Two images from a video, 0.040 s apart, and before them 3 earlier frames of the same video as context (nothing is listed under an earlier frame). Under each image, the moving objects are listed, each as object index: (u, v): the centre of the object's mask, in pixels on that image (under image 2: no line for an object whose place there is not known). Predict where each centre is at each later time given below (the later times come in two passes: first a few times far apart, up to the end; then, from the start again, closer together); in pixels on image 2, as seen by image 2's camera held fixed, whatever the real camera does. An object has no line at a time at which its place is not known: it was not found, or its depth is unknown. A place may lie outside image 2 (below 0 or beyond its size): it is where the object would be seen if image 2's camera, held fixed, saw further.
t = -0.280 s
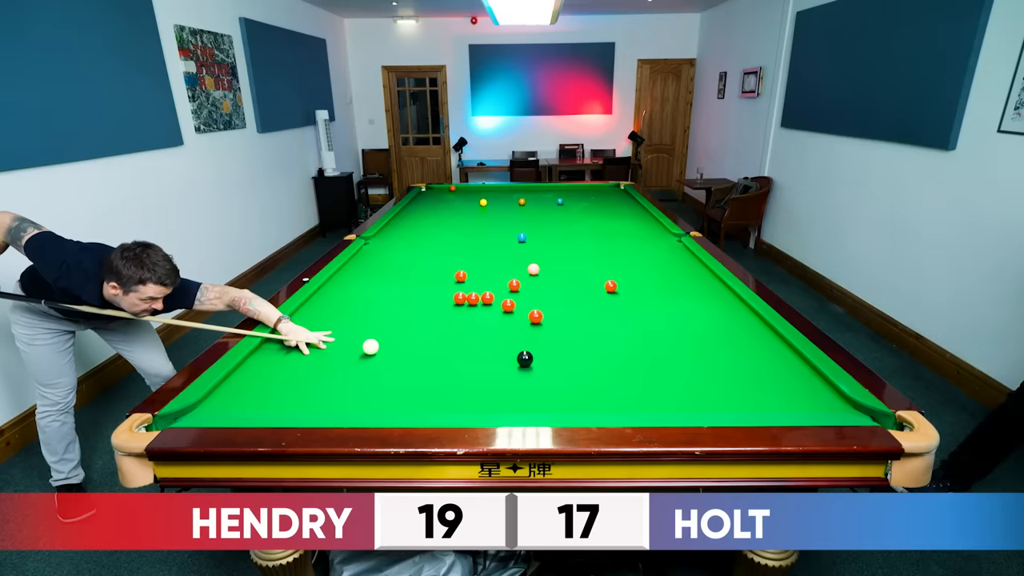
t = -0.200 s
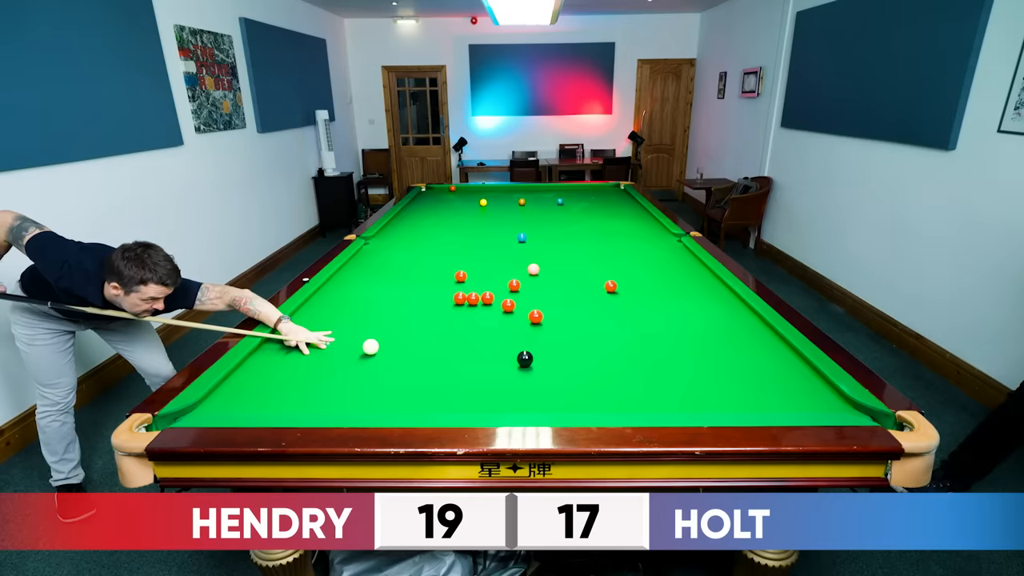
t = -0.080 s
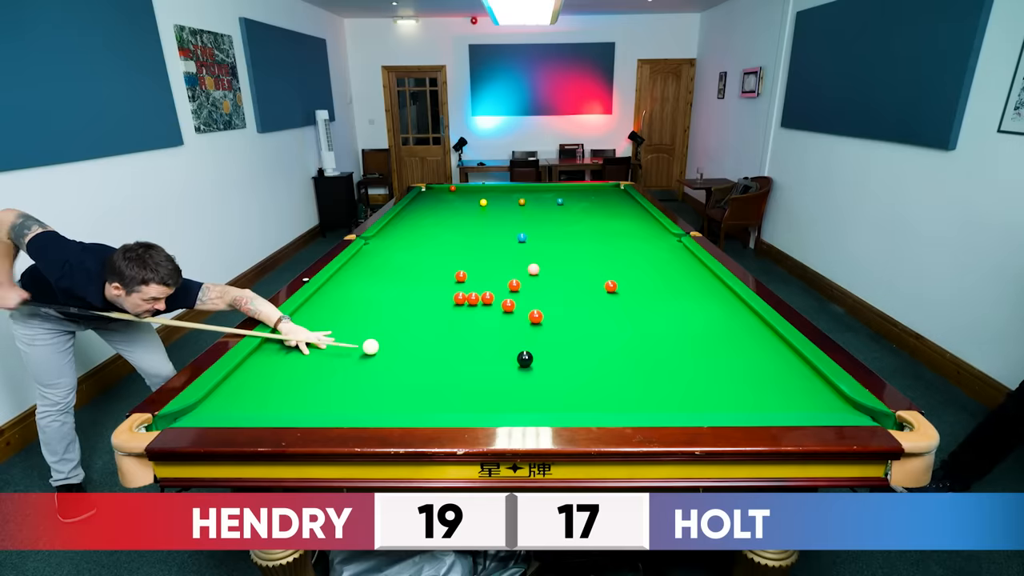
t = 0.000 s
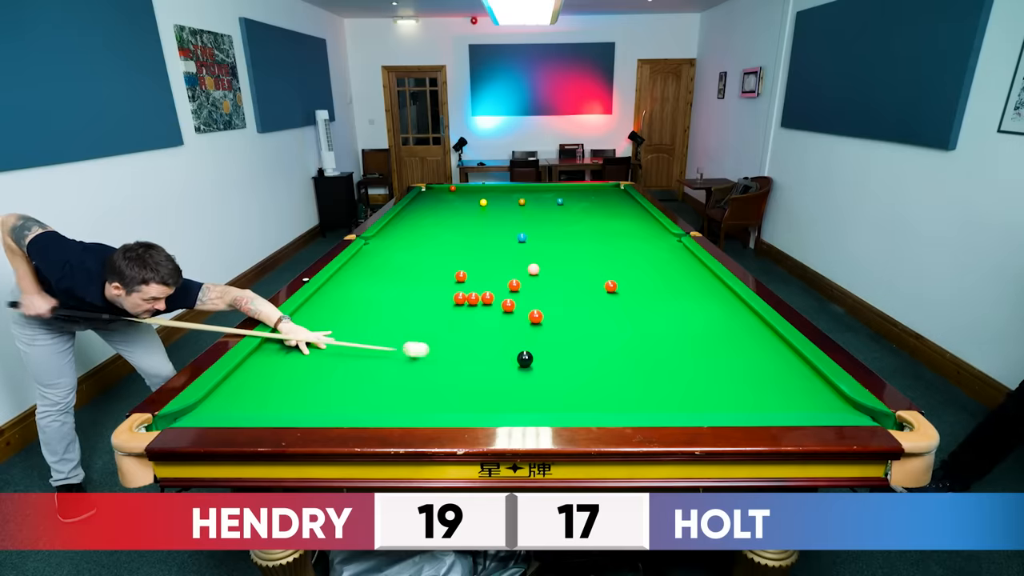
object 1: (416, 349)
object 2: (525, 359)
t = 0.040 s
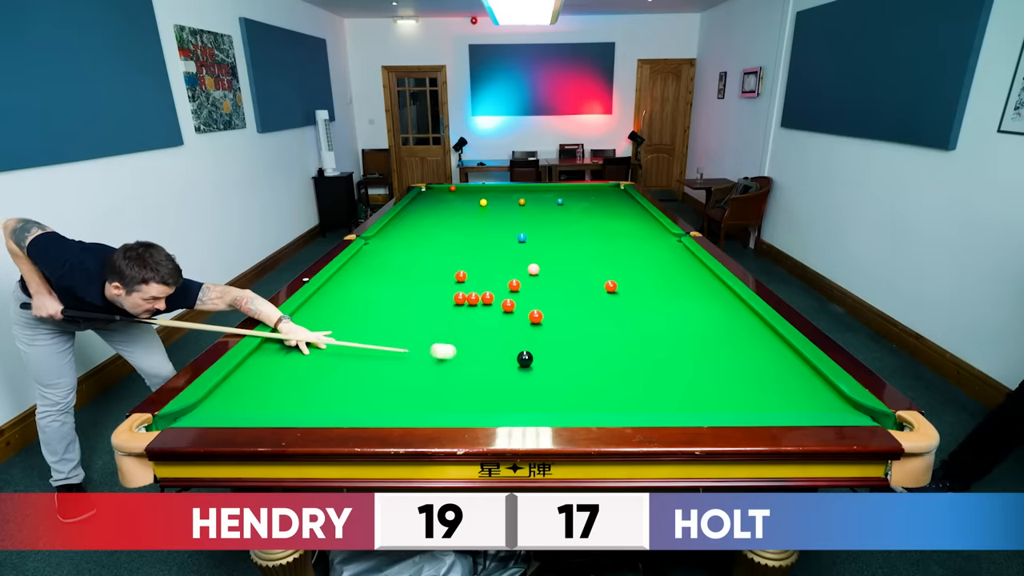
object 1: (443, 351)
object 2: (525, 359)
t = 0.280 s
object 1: (517, 351)
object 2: (600, 371)
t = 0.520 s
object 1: (529, 344)
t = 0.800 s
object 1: (541, 337)
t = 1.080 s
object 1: (552, 331)
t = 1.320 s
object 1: (560, 326)
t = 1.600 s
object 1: (568, 322)
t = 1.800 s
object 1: (573, 319)
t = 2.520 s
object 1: (586, 312)
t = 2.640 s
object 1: (587, 311)
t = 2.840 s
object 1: (589, 310)
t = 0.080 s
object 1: (469, 353)
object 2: (525, 359)
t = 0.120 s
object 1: (495, 354)
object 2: (525, 359)
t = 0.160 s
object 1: (510, 355)
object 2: (535, 360)
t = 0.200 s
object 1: (513, 353)
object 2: (557, 364)
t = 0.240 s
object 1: (515, 352)
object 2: (579, 367)
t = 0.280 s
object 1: (517, 351)
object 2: (600, 371)
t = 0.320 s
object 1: (519, 349)
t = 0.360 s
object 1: (521, 348)
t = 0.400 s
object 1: (523, 347)
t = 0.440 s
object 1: (525, 346)
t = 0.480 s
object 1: (527, 345)
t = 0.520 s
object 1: (529, 344)
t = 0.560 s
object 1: (531, 343)
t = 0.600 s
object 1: (532, 342)
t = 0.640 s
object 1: (534, 341)
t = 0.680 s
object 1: (536, 340)
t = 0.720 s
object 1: (538, 339)
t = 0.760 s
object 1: (539, 338)
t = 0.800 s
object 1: (541, 337)
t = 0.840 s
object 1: (543, 336)
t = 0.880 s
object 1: (544, 335)
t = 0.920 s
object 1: (546, 334)
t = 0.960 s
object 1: (547, 333)
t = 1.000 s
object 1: (549, 332)
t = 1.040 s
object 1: (551, 331)
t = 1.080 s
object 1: (552, 331)
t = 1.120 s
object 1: (553, 330)
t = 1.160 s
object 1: (555, 329)
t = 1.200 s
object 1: (556, 328)
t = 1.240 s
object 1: (557, 328)
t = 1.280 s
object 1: (558, 327)
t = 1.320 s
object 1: (560, 326)
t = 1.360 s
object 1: (561, 325)
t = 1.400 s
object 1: (562, 325)
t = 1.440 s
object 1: (563, 324)
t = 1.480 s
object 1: (564, 323)
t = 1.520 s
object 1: (565, 323)
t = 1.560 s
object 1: (566, 322)
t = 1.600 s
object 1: (568, 322)
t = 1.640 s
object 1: (569, 321)
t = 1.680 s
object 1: (570, 320)
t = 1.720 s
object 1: (571, 320)
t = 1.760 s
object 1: (572, 319)
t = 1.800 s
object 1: (573, 319)
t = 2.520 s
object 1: (586, 312)
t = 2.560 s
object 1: (586, 312)
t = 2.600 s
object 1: (587, 311)
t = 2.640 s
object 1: (587, 311)
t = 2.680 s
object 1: (588, 311)
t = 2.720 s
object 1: (588, 311)
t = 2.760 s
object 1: (589, 311)
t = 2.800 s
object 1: (589, 310)
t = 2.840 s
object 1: (589, 310)
